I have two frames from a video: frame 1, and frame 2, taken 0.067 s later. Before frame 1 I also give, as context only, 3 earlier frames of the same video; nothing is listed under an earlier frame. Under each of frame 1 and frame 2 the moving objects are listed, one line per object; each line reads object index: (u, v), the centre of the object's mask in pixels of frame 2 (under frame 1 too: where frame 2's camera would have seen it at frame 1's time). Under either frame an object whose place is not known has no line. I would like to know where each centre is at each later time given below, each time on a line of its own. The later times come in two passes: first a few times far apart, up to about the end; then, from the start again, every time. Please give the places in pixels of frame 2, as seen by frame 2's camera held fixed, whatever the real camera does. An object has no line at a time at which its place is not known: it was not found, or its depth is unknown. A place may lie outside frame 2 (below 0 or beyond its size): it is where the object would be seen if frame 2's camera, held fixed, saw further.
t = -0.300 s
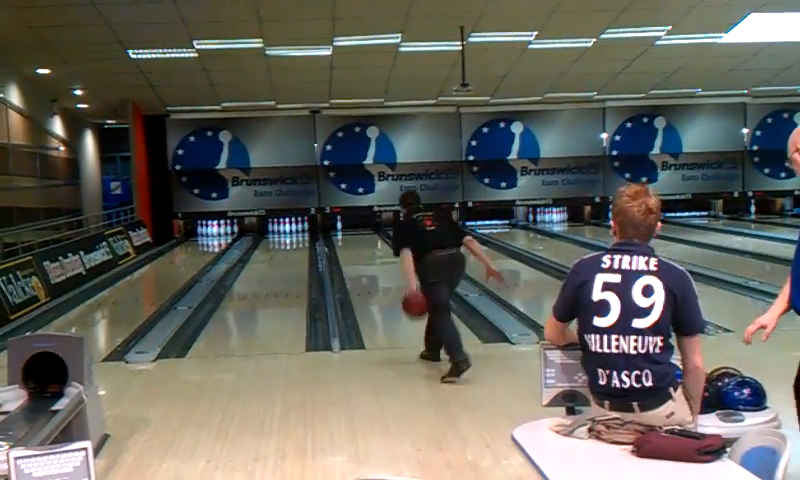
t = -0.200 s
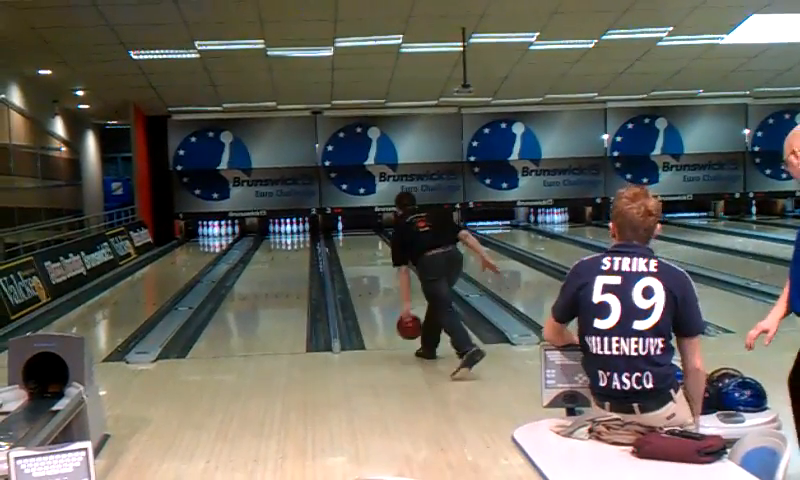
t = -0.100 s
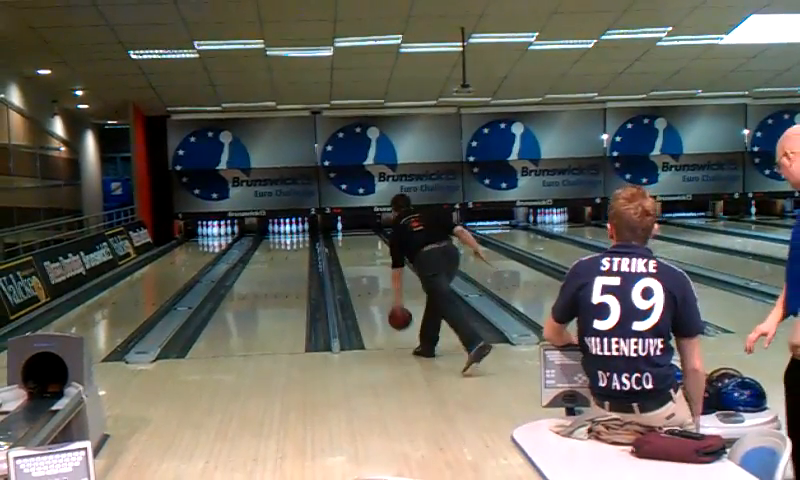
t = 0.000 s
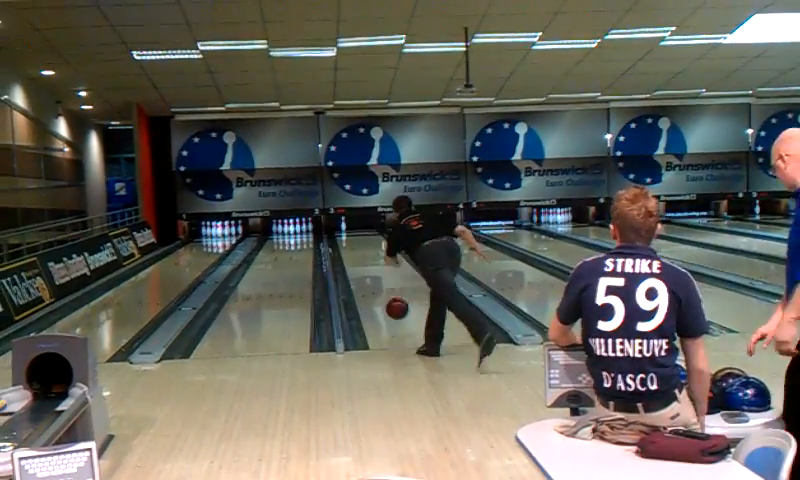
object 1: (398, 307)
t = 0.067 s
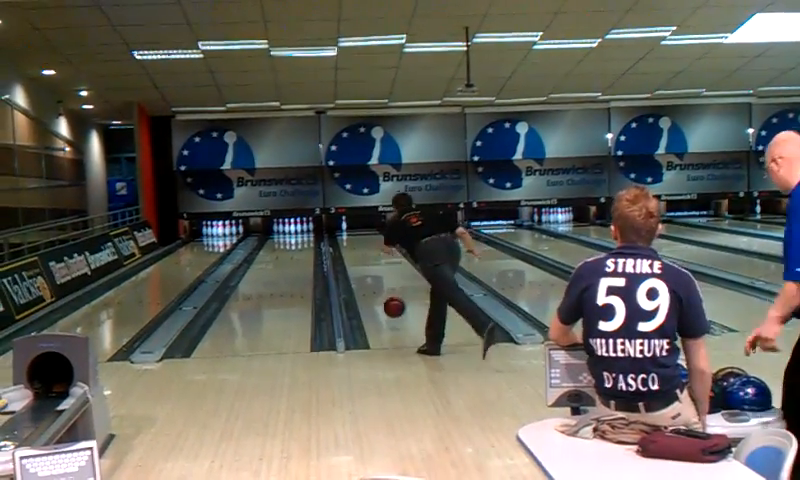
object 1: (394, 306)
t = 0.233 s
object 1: (386, 301)
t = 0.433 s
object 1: (377, 291)
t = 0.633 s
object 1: (370, 279)
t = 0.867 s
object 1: (364, 268)
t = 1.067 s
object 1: (360, 261)
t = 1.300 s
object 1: (356, 253)
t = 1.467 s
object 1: (353, 249)
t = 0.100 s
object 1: (392, 308)
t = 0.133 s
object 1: (391, 310)
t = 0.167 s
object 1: (389, 309)
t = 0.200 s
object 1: (387, 305)
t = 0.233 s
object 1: (386, 301)
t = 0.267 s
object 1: (384, 299)
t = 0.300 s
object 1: (383, 298)
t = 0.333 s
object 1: (381, 297)
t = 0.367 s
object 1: (380, 295)
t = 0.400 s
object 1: (378, 293)
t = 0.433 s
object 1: (377, 291)
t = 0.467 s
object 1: (376, 288)
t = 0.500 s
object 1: (374, 287)
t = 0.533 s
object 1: (374, 285)
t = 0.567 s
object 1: (372, 283)
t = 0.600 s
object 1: (372, 281)
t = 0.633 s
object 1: (370, 279)
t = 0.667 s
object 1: (370, 278)
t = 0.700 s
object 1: (369, 276)
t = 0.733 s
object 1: (367, 274)
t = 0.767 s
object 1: (367, 273)
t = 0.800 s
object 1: (366, 271)
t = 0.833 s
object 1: (365, 270)
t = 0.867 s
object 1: (364, 268)
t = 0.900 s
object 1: (363, 267)
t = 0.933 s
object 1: (362, 266)
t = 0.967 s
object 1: (362, 264)
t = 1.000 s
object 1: (361, 264)
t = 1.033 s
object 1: (361, 262)
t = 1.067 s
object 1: (360, 261)
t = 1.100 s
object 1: (359, 260)
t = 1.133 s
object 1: (358, 259)
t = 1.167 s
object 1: (358, 258)
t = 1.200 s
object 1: (358, 257)
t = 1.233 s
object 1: (357, 255)
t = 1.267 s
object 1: (356, 254)
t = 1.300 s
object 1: (356, 253)
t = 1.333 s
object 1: (355, 252)
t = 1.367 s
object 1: (354, 251)
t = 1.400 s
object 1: (354, 250)
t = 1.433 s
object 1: (354, 250)
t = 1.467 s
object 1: (353, 249)
